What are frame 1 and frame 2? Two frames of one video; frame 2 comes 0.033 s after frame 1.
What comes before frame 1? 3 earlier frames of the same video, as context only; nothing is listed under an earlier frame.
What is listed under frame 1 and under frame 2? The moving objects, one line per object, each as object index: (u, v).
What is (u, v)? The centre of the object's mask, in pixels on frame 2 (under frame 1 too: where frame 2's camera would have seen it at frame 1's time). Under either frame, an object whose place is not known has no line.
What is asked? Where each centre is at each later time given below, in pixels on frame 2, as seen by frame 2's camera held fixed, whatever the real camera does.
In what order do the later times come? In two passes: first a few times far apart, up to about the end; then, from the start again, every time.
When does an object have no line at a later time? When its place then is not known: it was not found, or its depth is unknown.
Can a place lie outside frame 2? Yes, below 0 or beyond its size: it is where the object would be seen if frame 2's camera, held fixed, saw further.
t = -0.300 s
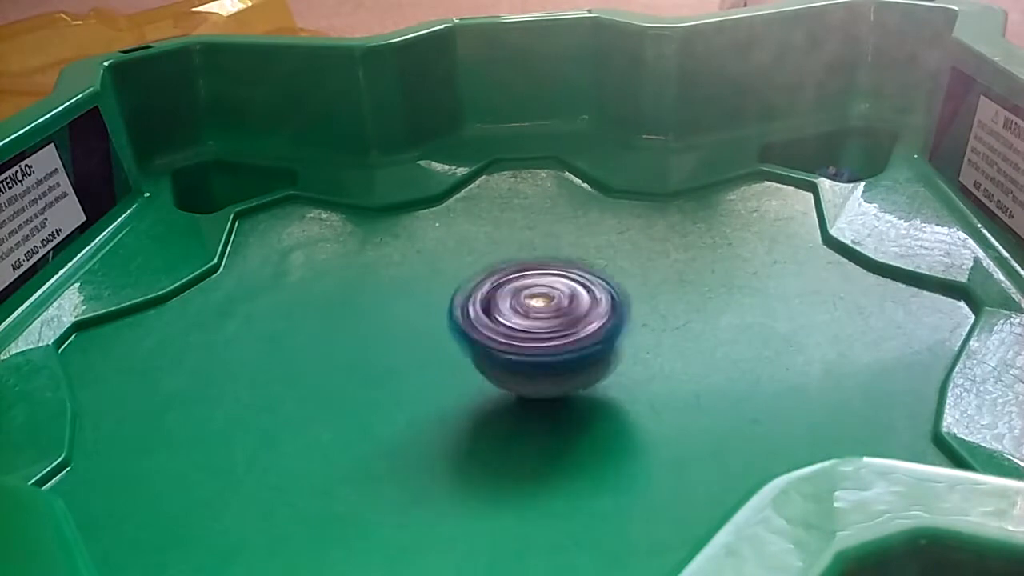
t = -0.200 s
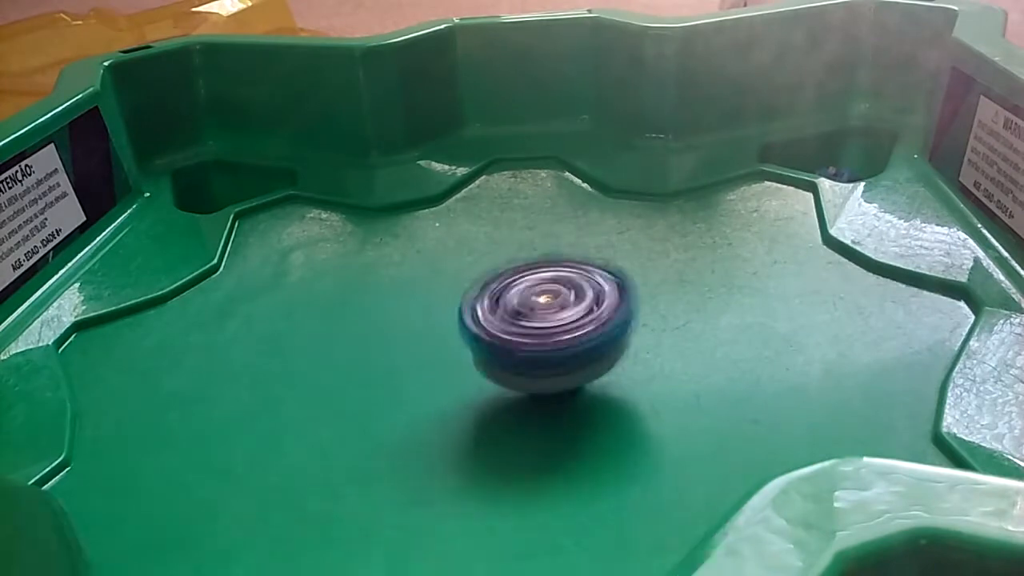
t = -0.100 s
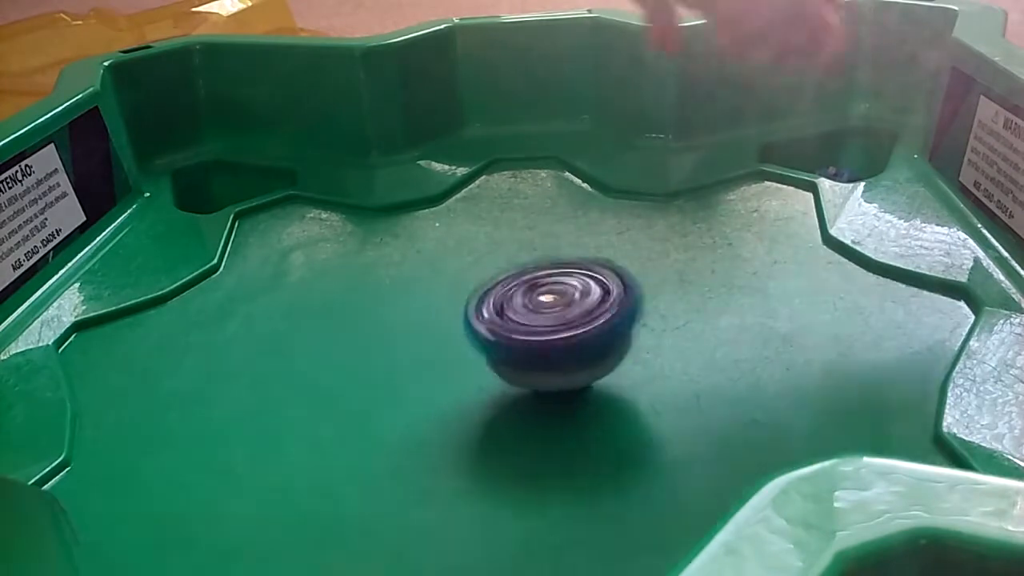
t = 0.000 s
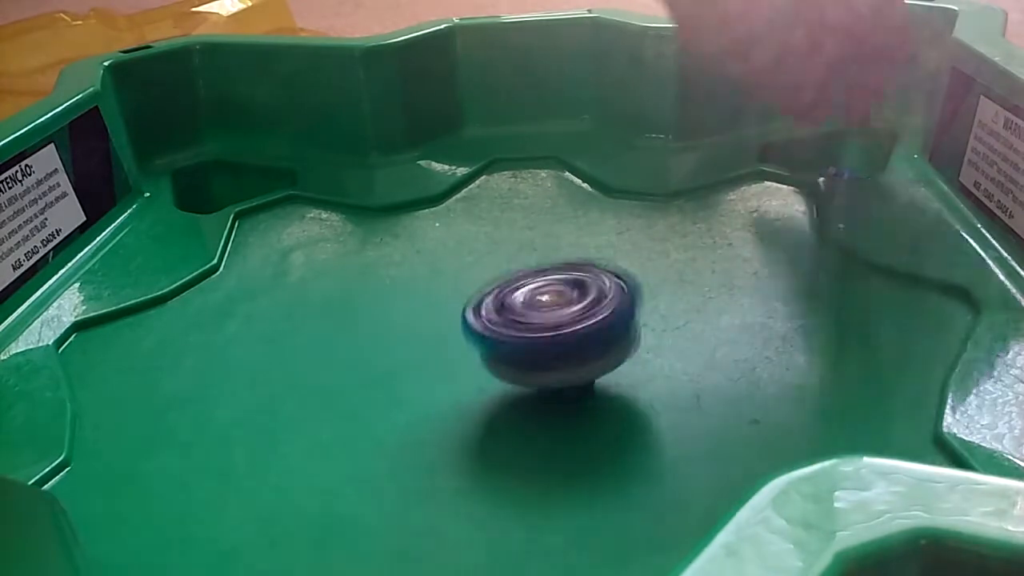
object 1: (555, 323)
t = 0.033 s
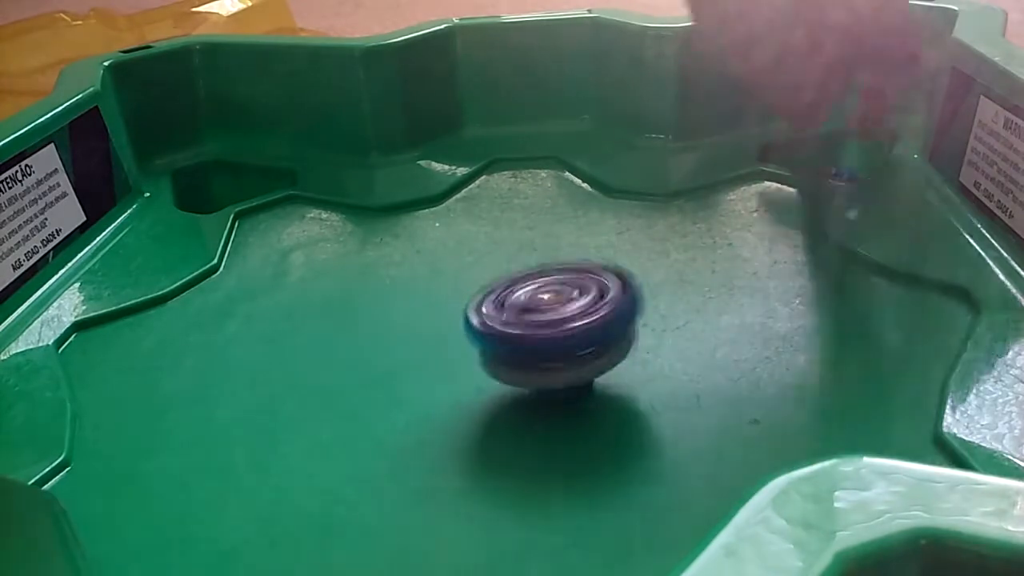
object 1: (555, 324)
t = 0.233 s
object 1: (541, 326)
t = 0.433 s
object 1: (529, 319)
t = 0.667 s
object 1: (529, 309)
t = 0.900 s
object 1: (530, 311)
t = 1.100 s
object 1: (516, 316)
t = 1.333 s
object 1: (497, 313)
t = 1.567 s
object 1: (494, 310)
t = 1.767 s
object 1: (497, 314)
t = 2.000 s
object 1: (486, 324)
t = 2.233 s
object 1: (470, 327)
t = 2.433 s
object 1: (473, 325)
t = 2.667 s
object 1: (483, 334)
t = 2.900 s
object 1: (482, 344)
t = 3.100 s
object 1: (480, 341)
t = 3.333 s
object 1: (491, 337)
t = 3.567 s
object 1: (509, 340)
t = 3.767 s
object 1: (512, 343)
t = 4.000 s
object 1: (513, 338)
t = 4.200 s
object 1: (524, 332)
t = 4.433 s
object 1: (532, 331)
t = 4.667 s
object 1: (528, 331)
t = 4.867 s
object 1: (522, 327)
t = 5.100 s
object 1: (526, 319)
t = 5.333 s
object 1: (525, 320)
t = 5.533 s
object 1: (516, 322)
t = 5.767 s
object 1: (506, 317)
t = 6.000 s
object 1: (507, 318)
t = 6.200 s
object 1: (505, 321)
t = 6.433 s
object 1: (492, 323)
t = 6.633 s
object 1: (489, 322)
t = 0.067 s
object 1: (553, 324)
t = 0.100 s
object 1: (552, 325)
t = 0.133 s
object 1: (550, 326)
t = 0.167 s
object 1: (547, 326)
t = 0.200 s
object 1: (545, 326)
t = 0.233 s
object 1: (541, 326)
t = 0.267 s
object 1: (539, 325)
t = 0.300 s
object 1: (535, 324)
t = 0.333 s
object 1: (533, 323)
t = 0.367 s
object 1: (532, 322)
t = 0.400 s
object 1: (530, 320)
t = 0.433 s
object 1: (529, 319)
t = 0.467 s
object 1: (527, 317)
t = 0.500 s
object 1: (527, 315)
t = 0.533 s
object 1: (527, 313)
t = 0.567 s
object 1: (527, 312)
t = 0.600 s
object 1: (529, 310)
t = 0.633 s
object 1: (528, 310)
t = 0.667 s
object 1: (529, 309)
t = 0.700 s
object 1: (529, 308)
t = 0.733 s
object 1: (531, 308)
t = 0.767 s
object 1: (532, 308)
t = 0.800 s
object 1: (534, 308)
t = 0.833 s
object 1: (532, 309)
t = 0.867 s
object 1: (532, 309)
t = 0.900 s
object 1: (530, 311)
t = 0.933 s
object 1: (529, 311)
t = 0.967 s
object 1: (529, 313)
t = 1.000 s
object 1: (526, 316)
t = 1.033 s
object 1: (523, 318)
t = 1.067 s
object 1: (519, 318)
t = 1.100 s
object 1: (516, 316)
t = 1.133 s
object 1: (514, 316)
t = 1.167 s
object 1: (511, 319)
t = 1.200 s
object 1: (508, 319)
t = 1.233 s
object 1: (503, 318)
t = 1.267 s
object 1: (502, 315)
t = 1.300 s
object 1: (499, 315)
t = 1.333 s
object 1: (497, 313)
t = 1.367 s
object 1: (498, 313)
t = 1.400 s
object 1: (494, 312)
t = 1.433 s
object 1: (494, 311)
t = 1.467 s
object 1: (493, 310)
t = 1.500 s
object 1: (494, 309)
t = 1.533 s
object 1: (495, 310)
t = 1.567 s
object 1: (494, 310)
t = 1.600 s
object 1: (495, 309)
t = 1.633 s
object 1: (494, 310)
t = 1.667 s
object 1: (495, 310)
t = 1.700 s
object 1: (497, 312)
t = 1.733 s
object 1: (496, 314)
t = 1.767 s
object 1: (497, 314)
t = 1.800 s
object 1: (495, 316)
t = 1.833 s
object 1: (495, 318)
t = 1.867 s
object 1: (494, 319)
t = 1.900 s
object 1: (493, 322)
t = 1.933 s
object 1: (492, 324)
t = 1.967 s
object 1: (488, 325)
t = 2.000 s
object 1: (486, 324)
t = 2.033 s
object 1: (483, 326)
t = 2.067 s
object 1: (481, 325)
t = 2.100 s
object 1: (479, 326)
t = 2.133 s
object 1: (476, 329)
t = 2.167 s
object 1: (473, 327)
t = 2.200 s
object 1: (471, 326)
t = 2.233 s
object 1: (470, 327)
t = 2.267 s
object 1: (471, 327)
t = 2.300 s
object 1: (470, 326)
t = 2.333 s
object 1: (469, 326)
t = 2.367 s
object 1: (471, 325)
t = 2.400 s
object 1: (472, 325)
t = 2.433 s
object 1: (473, 325)
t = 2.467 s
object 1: (475, 326)
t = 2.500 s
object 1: (475, 327)
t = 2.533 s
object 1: (478, 328)
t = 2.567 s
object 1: (480, 328)
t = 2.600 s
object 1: (481, 329)
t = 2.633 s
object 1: (484, 331)
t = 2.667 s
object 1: (483, 334)
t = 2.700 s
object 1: (484, 335)
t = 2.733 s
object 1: (484, 336)
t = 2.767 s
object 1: (484, 337)
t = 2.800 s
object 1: (486, 339)
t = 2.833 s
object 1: (483, 342)
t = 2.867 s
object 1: (483, 343)
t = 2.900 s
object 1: (482, 344)
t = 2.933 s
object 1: (481, 344)
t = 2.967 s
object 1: (481, 344)
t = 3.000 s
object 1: (479, 344)
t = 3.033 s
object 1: (480, 344)
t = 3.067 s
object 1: (480, 343)
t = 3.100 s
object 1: (480, 341)
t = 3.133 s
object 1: (481, 341)
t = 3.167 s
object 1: (480, 340)
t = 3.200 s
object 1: (483, 340)
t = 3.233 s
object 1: (485, 339)
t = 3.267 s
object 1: (487, 338)
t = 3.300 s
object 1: (491, 338)
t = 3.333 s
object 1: (491, 337)
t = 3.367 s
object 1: (495, 337)
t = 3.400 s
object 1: (497, 337)
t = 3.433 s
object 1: (500, 337)
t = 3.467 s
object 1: (505, 337)
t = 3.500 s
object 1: (504, 338)
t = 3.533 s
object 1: (507, 339)
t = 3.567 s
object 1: (509, 340)
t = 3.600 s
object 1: (510, 340)
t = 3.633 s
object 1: (513, 342)
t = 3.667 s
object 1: (511, 342)
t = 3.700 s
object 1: (512, 343)
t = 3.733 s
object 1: (512, 343)
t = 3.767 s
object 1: (512, 343)
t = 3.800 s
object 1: (514, 343)
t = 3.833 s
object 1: (513, 343)
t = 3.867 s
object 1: (512, 342)
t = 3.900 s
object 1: (513, 341)
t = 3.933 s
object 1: (513, 341)
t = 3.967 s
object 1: (512, 340)
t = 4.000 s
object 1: (513, 338)
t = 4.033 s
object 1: (515, 336)
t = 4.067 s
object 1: (516, 335)
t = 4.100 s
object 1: (517, 334)
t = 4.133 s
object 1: (518, 333)
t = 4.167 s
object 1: (521, 332)
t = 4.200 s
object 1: (524, 332)
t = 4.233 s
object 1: (525, 331)
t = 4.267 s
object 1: (526, 330)
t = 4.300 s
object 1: (527, 330)
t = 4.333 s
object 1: (530, 330)
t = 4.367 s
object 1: (533, 330)
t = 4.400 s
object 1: (532, 331)
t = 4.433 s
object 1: (532, 331)
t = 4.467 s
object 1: (532, 332)
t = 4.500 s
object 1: (532, 332)
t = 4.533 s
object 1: (534, 333)
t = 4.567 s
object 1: (531, 334)
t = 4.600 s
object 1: (531, 333)
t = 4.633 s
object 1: (529, 334)
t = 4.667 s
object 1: (528, 331)
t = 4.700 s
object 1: (528, 331)
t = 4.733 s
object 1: (525, 330)
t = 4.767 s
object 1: (524, 329)
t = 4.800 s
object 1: (524, 329)
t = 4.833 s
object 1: (523, 329)
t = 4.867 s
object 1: (522, 327)
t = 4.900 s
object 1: (521, 325)
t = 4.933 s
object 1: (522, 324)
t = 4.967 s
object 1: (524, 323)
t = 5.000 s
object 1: (523, 322)
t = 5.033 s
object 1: (524, 321)
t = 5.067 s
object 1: (525, 319)
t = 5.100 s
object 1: (526, 319)
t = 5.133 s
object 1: (528, 319)
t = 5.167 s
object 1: (526, 319)
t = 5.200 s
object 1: (528, 319)
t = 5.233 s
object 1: (528, 319)
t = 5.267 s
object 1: (527, 319)
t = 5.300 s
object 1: (527, 320)
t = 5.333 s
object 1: (525, 320)
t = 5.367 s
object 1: (525, 321)
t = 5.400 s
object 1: (522, 322)
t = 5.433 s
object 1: (520, 322)
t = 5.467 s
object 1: (518, 321)
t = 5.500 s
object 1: (516, 321)
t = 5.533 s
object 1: (516, 322)
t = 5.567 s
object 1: (511, 321)
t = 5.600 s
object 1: (511, 320)
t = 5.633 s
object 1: (510, 320)
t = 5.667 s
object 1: (508, 320)
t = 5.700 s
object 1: (507, 320)
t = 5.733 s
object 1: (506, 317)
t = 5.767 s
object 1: (506, 317)
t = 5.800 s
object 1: (508, 317)
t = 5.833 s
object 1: (506, 317)
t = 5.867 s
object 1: (506, 316)
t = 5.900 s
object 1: (507, 316)
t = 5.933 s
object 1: (507, 316)
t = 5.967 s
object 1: (509, 316)
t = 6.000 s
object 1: (507, 318)
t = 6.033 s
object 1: (508, 317)
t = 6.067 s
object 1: (509, 318)
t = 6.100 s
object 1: (508, 318)
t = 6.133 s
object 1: (507, 320)
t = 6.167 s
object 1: (506, 320)
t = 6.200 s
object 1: (505, 321)
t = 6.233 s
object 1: (505, 322)
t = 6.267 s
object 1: (501, 322)
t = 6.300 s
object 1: (500, 323)
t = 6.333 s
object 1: (498, 323)
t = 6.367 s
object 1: (496, 326)
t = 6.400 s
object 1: (494, 324)
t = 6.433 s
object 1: (492, 323)
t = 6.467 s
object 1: (491, 323)
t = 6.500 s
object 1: (491, 323)
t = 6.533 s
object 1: (488, 323)
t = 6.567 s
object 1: (489, 322)
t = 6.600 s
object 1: (489, 322)
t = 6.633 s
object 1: (489, 322)
